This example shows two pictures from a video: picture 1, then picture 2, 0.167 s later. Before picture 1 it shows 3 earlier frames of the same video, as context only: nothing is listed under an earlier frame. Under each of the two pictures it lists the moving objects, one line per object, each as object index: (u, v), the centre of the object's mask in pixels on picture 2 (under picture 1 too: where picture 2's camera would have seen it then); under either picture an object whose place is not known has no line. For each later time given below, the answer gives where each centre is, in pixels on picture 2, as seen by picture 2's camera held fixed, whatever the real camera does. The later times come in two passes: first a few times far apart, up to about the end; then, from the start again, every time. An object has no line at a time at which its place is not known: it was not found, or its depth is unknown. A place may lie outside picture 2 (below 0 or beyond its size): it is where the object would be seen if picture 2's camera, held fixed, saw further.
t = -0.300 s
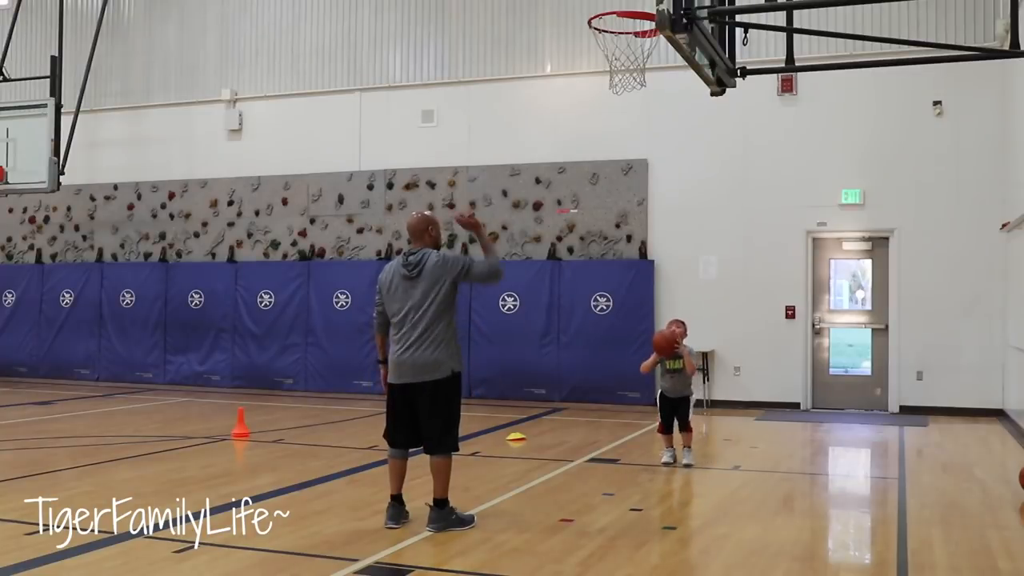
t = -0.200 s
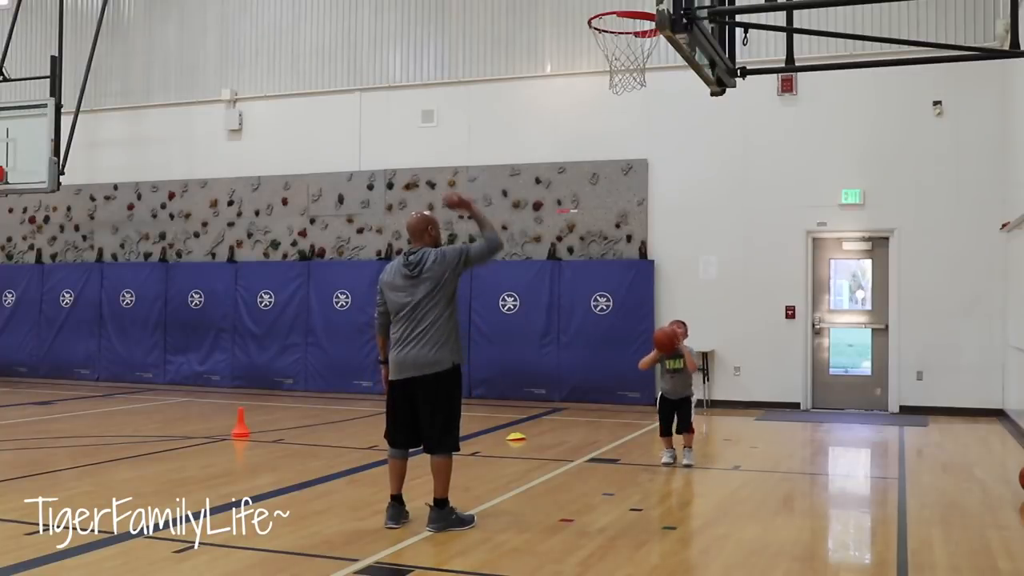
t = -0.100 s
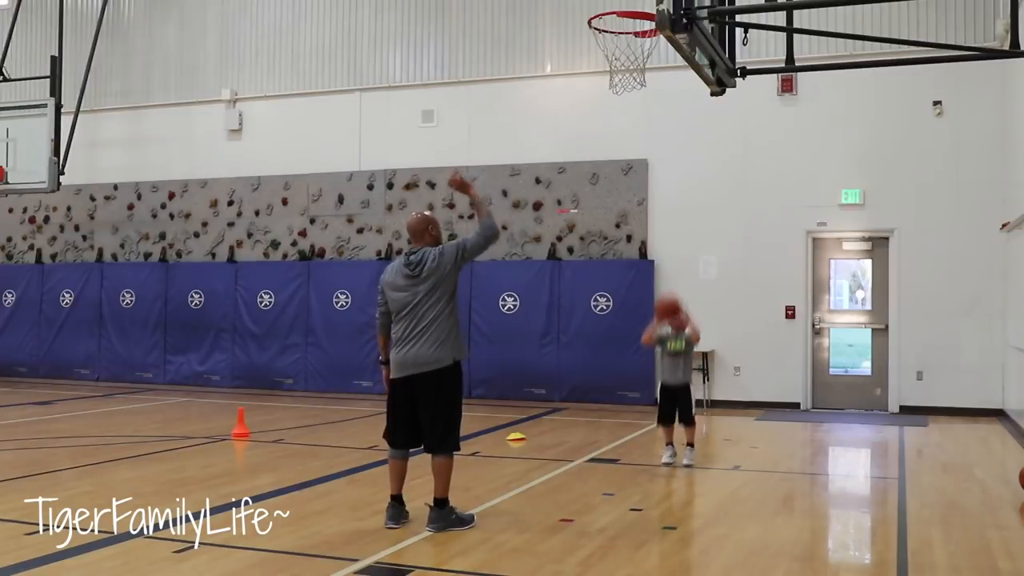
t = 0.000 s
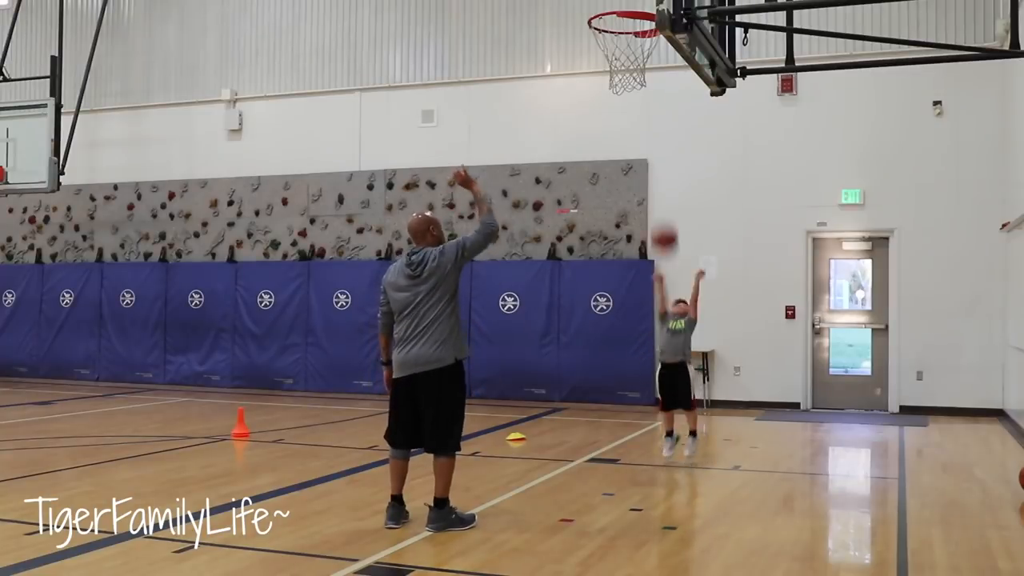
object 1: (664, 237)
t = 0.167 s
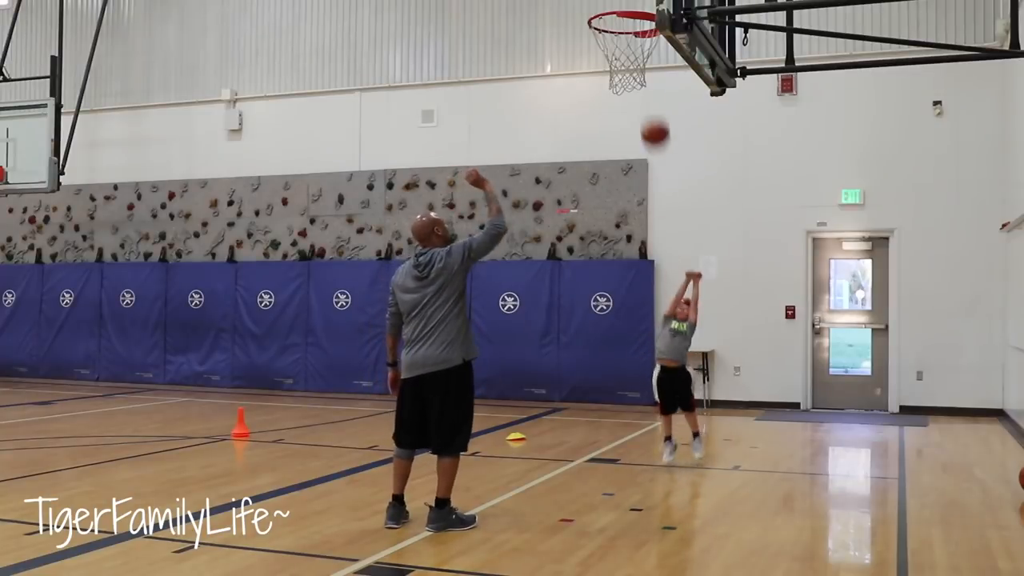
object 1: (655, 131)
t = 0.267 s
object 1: (649, 85)
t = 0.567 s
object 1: (628, 11)
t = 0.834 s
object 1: (613, 16)
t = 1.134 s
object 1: (616, 77)
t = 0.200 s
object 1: (653, 114)
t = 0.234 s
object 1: (651, 99)
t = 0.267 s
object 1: (649, 85)
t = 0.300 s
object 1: (647, 70)
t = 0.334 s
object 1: (646, 58)
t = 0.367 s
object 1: (643, 47)
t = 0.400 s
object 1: (641, 37)
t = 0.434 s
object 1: (638, 31)
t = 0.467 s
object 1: (634, 25)
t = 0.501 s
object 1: (633, 17)
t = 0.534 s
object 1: (630, 10)
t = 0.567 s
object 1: (628, 11)
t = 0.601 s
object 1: (626, 10)
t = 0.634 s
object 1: (623, 11)
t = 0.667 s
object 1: (621, 10)
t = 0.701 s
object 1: (618, 17)
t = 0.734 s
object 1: (616, 16)
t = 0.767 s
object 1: (614, 11)
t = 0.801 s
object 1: (614, 11)
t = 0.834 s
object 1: (613, 16)
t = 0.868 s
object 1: (612, 21)
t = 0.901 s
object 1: (611, 28)
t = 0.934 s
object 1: (610, 34)
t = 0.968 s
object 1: (609, 44)
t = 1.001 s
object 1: (609, 51)
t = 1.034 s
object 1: (610, 57)
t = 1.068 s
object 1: (611, 61)
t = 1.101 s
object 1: (613, 68)
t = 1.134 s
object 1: (616, 77)
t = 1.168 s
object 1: (618, 86)
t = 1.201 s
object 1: (620, 98)
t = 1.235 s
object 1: (623, 111)
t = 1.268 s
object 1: (625, 126)
